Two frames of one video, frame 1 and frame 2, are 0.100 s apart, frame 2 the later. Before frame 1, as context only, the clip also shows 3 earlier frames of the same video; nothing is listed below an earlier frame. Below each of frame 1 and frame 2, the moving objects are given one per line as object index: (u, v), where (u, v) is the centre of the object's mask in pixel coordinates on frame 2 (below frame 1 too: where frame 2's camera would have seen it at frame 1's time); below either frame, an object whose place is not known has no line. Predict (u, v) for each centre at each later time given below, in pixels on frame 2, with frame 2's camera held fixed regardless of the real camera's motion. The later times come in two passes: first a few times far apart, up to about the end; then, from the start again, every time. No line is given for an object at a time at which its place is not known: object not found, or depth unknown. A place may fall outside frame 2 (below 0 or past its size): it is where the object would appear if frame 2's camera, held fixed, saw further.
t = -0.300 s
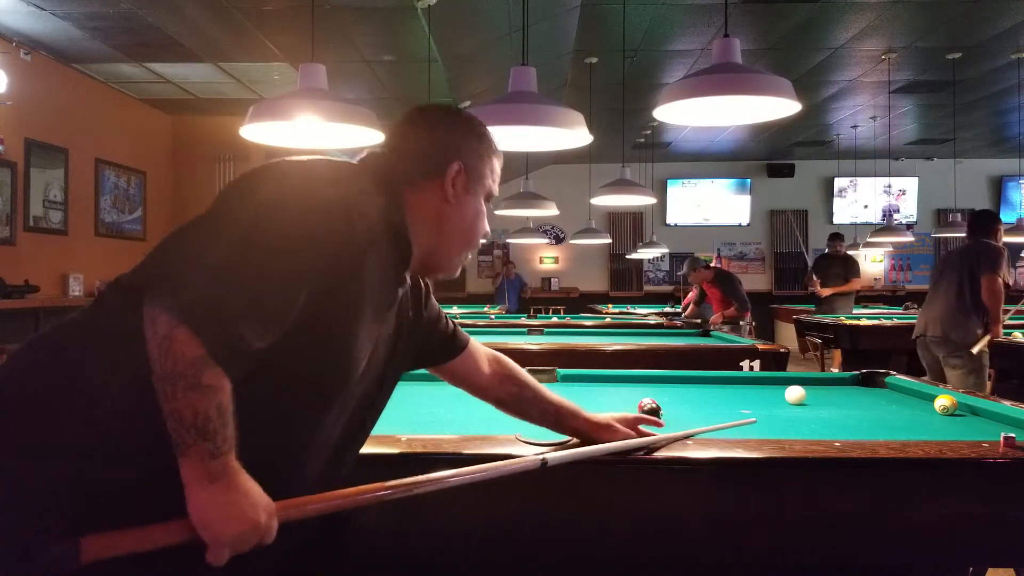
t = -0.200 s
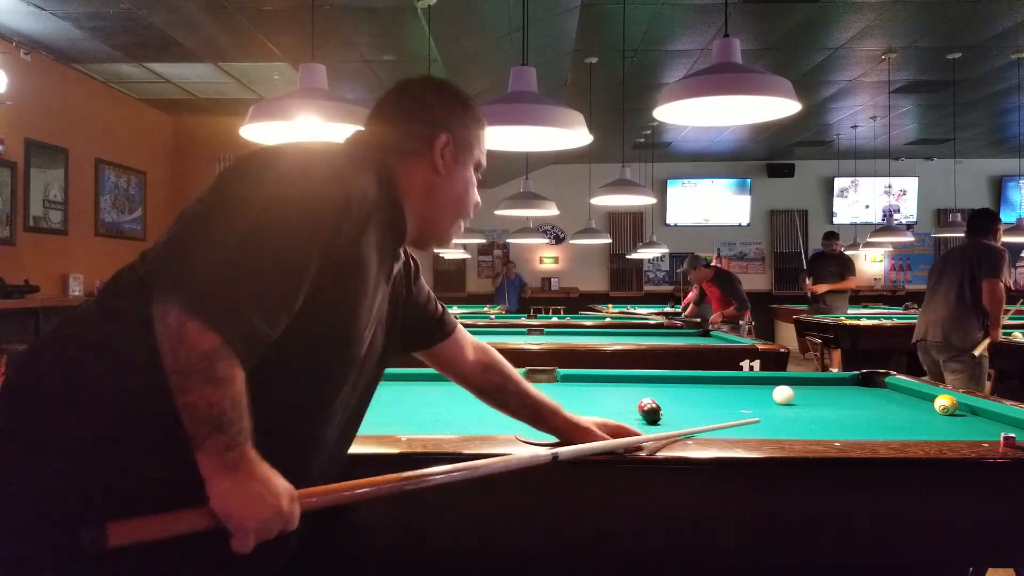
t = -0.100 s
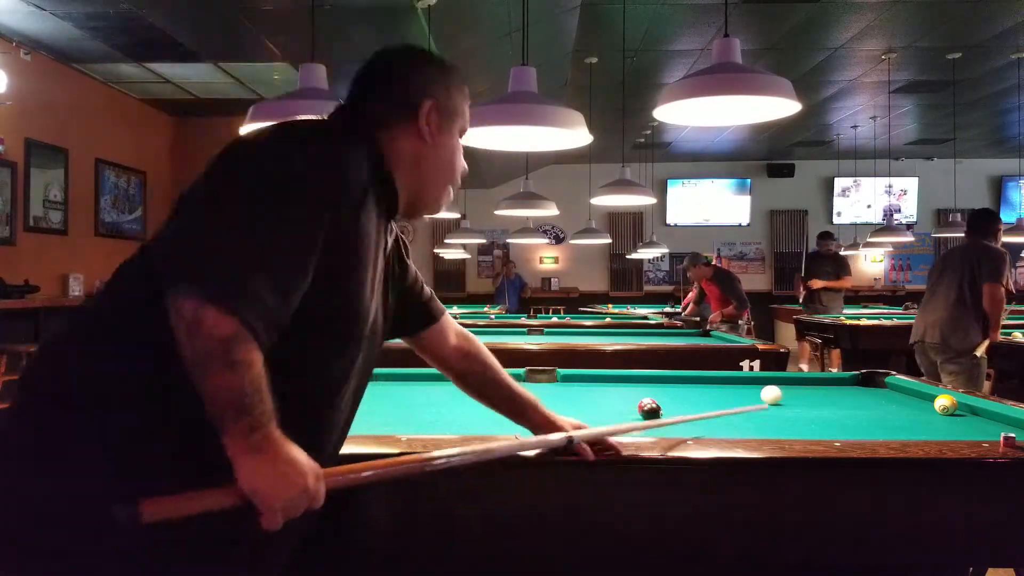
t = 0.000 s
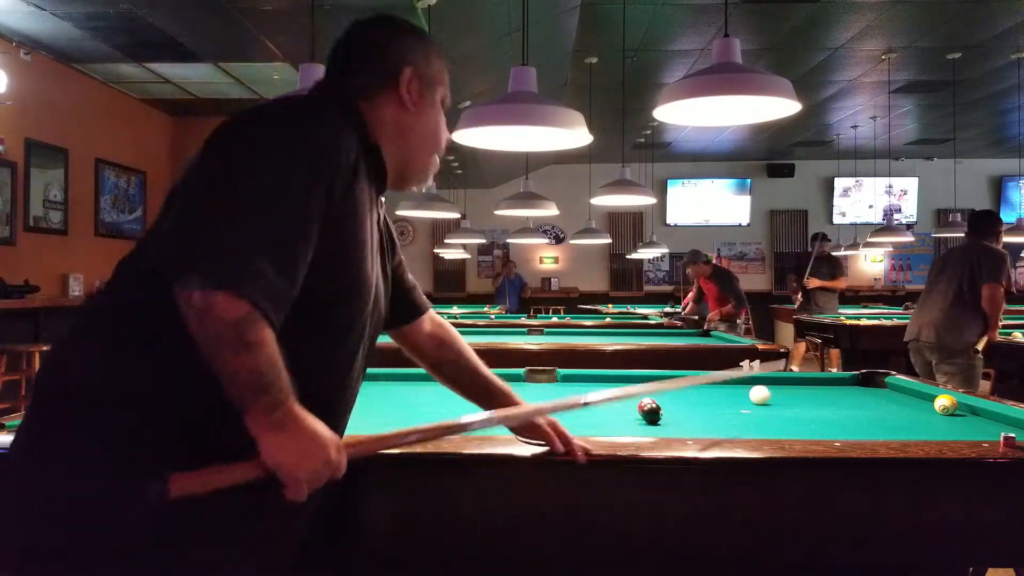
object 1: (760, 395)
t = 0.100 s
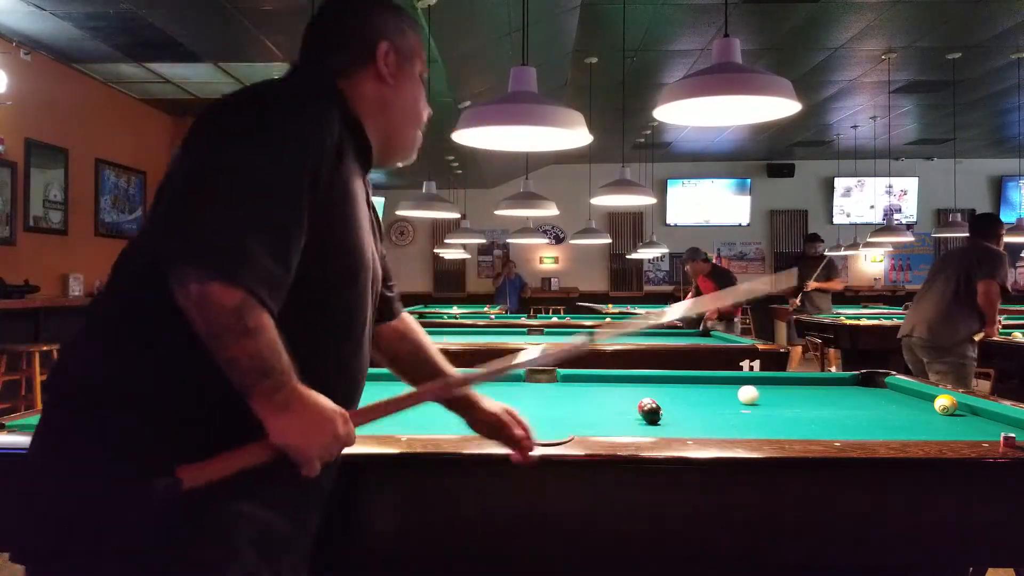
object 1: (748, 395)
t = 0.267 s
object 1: (730, 395)
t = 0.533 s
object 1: (701, 395)
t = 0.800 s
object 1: (675, 394)
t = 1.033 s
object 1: (654, 393)
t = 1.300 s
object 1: (631, 394)
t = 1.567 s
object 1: (610, 394)
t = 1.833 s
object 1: (591, 394)
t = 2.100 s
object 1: (574, 393)
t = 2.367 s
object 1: (560, 393)
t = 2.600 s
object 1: (548, 393)
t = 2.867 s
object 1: (537, 393)
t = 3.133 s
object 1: (527, 393)
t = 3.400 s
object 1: (520, 393)
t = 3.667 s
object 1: (514, 393)
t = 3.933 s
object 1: (510, 393)
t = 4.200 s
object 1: (507, 393)
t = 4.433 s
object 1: (506, 393)
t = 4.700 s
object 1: (506, 393)
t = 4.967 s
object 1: (506, 393)
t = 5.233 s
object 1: (506, 393)
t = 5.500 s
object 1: (506, 393)
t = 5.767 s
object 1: (506, 393)
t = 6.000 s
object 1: (506, 393)
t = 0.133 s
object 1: (744, 395)
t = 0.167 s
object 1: (741, 395)
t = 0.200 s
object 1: (737, 395)
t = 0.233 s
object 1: (733, 395)
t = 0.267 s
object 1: (730, 395)
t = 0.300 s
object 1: (726, 395)
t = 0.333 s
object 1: (722, 395)
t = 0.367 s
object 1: (719, 395)
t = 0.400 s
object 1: (715, 395)
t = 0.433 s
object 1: (712, 395)
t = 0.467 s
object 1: (708, 395)
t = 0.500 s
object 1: (705, 395)
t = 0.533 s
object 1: (701, 395)
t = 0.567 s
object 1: (698, 395)
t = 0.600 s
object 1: (695, 395)
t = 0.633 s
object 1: (691, 394)
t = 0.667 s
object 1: (688, 395)
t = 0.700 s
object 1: (684, 394)
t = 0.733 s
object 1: (681, 394)
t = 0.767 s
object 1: (678, 394)
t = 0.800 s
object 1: (675, 394)
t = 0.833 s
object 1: (672, 394)
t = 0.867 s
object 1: (669, 394)
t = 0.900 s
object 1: (666, 394)
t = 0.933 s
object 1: (663, 394)
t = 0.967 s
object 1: (660, 394)
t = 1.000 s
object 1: (657, 393)
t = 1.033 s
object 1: (654, 393)
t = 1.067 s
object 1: (651, 392)
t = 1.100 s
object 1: (648, 392)
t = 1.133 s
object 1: (644, 392)
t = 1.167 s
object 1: (641, 392)
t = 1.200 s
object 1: (638, 393)
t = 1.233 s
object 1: (636, 393)
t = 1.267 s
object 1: (633, 394)
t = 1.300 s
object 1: (631, 394)
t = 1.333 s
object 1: (628, 394)
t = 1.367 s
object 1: (625, 394)
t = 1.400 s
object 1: (623, 394)
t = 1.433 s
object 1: (620, 394)
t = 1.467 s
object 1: (617, 394)
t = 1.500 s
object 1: (615, 394)
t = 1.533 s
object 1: (612, 394)
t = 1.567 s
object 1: (610, 394)
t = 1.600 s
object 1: (608, 394)
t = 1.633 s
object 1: (605, 394)
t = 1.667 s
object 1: (602, 394)
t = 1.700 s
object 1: (600, 394)
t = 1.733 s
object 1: (598, 394)
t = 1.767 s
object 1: (596, 394)
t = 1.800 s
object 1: (593, 394)
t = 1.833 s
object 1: (591, 394)
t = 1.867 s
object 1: (589, 393)
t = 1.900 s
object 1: (587, 394)
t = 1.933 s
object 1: (585, 393)
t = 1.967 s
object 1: (583, 393)
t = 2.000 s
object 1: (580, 393)
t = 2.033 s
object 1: (578, 393)
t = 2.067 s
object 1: (576, 393)
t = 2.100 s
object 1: (574, 393)
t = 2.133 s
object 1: (572, 393)
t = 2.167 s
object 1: (570, 393)
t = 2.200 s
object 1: (569, 393)
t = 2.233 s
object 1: (567, 393)
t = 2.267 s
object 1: (565, 393)
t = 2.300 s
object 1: (563, 393)
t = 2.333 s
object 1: (561, 393)
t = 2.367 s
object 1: (560, 393)
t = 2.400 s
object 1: (558, 393)
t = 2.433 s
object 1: (556, 393)
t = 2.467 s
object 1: (554, 393)
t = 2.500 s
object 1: (553, 393)
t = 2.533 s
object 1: (551, 393)
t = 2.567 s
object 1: (550, 393)
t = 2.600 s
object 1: (548, 393)
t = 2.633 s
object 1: (547, 393)
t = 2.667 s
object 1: (545, 393)
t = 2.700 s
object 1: (544, 393)
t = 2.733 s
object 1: (542, 393)
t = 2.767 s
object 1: (541, 393)
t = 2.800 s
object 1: (539, 393)
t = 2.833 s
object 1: (538, 393)
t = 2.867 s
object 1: (537, 393)
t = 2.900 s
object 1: (535, 393)
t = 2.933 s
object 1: (534, 393)
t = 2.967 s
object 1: (533, 393)
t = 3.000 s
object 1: (532, 393)
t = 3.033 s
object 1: (530, 393)
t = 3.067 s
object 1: (529, 393)
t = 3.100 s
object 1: (528, 393)
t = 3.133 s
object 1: (527, 393)
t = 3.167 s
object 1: (526, 393)
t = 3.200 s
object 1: (525, 393)
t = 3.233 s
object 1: (524, 393)
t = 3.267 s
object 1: (523, 393)
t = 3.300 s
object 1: (522, 393)
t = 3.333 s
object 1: (521, 393)
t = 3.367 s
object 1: (520, 393)
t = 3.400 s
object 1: (520, 393)
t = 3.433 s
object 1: (519, 393)
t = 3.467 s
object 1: (518, 393)
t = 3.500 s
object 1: (517, 393)
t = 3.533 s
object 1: (516, 393)
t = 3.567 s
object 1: (516, 393)
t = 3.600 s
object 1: (515, 393)
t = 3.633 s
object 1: (514, 393)
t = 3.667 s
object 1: (514, 393)
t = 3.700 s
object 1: (513, 393)
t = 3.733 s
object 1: (512, 393)
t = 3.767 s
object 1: (512, 393)
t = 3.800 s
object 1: (511, 393)
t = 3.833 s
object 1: (511, 393)
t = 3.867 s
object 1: (510, 393)
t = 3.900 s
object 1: (510, 393)
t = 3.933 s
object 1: (510, 393)
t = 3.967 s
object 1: (509, 394)
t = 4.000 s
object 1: (509, 393)
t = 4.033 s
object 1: (508, 393)
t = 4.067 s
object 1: (508, 393)
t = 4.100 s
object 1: (508, 393)
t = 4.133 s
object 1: (507, 393)
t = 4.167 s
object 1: (507, 393)
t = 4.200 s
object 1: (507, 393)
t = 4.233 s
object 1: (507, 393)
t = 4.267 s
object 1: (507, 393)
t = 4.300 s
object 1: (507, 393)
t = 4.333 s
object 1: (507, 393)
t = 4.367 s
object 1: (506, 393)
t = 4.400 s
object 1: (506, 393)
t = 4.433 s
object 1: (506, 393)
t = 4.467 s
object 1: (506, 393)
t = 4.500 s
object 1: (506, 393)
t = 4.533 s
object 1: (506, 393)
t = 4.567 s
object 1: (506, 393)
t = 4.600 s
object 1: (506, 393)
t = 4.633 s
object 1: (506, 393)
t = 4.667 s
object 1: (506, 393)
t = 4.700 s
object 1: (506, 393)
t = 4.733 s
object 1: (506, 393)
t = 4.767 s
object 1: (506, 393)
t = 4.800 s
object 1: (506, 393)
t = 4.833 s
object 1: (506, 393)
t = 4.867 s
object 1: (506, 393)
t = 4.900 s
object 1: (506, 393)
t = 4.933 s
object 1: (506, 393)
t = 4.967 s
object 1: (506, 393)
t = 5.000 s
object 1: (506, 393)
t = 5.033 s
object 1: (506, 393)
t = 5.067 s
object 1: (506, 393)
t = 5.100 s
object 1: (506, 393)
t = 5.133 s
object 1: (506, 393)
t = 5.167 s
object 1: (506, 393)
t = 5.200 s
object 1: (506, 393)
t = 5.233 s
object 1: (506, 393)
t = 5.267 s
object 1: (506, 393)
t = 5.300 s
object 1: (506, 393)
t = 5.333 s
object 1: (506, 393)
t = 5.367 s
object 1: (506, 393)
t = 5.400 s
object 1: (506, 393)
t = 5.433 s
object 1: (506, 393)
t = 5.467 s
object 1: (506, 393)
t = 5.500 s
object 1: (506, 393)
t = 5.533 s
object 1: (506, 393)
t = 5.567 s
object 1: (506, 393)
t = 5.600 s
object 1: (506, 393)
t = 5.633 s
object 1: (506, 393)
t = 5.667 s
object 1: (506, 393)
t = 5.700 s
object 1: (506, 393)
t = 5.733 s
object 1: (506, 393)
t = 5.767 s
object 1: (506, 393)
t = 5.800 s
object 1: (506, 393)
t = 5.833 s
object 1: (506, 393)
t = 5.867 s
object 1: (506, 393)
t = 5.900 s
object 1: (506, 393)
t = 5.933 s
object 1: (506, 393)
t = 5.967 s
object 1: (506, 393)
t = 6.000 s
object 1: (506, 393)
